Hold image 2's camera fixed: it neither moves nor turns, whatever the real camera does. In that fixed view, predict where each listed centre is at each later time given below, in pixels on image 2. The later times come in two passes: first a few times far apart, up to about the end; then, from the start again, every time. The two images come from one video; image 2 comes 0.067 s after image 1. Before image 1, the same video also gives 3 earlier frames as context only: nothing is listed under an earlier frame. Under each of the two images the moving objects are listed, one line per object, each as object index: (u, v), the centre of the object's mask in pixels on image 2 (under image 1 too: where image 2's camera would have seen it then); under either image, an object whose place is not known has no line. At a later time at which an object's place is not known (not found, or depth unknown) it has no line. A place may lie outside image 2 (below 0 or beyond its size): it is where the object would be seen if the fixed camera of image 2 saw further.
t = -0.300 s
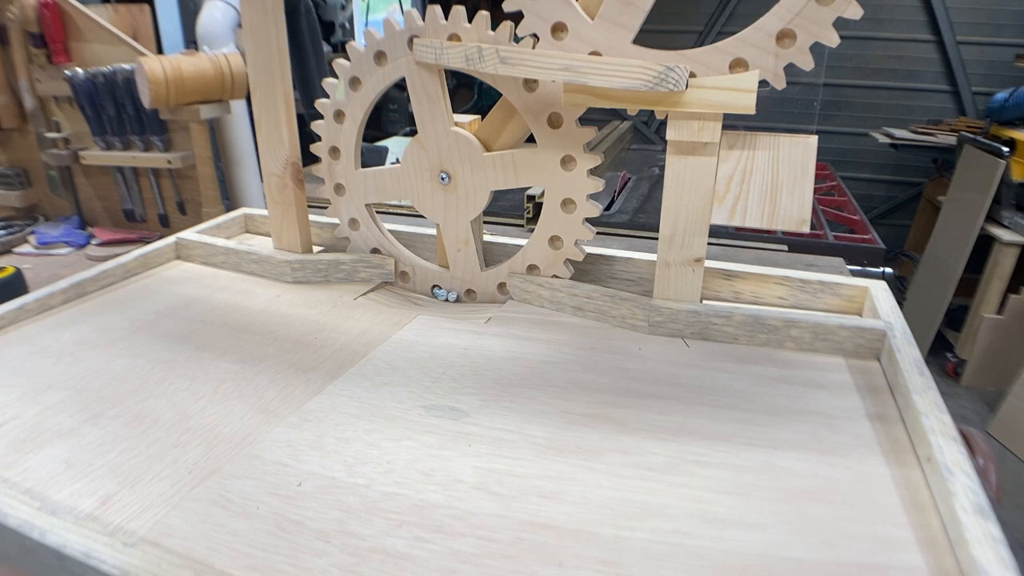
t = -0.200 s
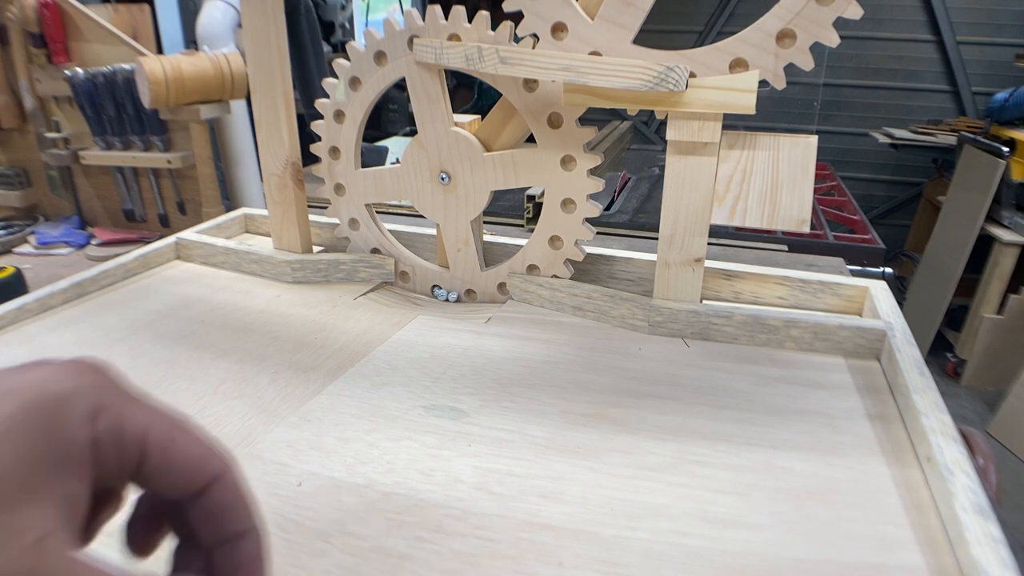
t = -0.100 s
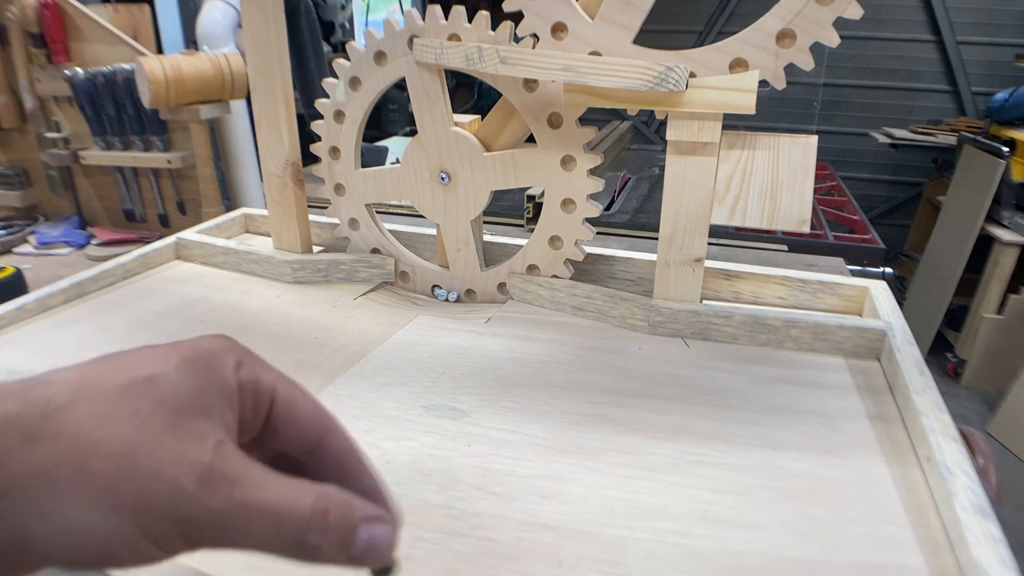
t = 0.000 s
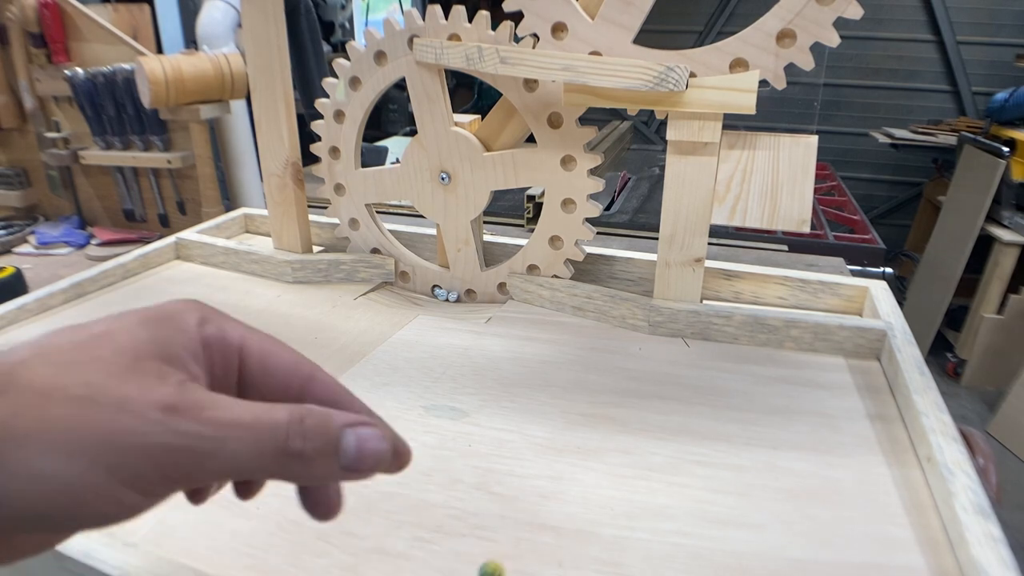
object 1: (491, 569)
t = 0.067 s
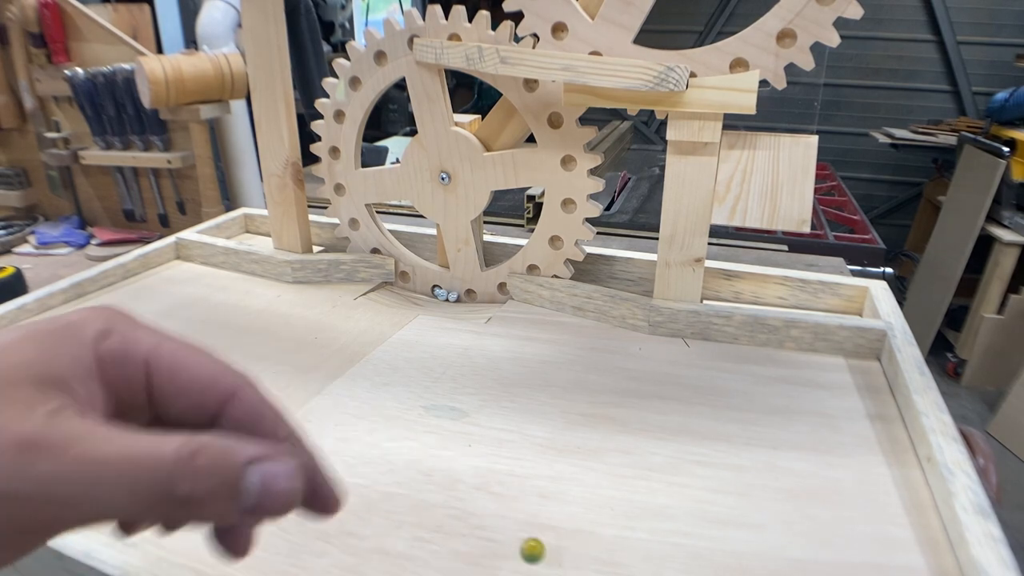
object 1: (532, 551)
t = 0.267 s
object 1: (626, 478)
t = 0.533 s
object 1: (685, 379)
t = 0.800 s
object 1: (696, 351)
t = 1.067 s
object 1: (678, 362)
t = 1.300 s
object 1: (650, 358)
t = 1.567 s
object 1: (610, 341)
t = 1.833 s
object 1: (567, 316)
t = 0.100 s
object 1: (551, 551)
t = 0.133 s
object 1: (569, 529)
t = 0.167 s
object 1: (583, 524)
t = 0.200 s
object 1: (599, 509)
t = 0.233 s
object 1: (612, 497)
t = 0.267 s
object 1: (626, 478)
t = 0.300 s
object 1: (636, 465)
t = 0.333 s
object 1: (646, 450)
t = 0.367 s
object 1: (655, 437)
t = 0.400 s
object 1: (662, 425)
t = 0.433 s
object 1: (669, 412)
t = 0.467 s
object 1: (675, 401)
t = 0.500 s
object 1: (680, 389)
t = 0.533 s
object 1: (685, 379)
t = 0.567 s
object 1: (688, 368)
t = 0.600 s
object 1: (691, 359)
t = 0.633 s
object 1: (694, 349)
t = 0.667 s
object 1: (696, 341)
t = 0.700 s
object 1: (697, 339)
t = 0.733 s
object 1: (697, 345)
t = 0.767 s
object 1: (697, 348)
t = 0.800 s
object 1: (696, 351)
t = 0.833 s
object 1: (695, 353)
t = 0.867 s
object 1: (694, 356)
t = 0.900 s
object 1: (692, 357)
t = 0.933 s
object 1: (690, 359)
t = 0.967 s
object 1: (687, 360)
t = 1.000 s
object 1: (684, 361)
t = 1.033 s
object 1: (681, 362)
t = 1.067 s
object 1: (678, 362)
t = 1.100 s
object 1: (675, 362)
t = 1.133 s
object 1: (671, 362)
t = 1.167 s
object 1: (667, 361)
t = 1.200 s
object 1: (663, 361)
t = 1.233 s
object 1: (659, 360)
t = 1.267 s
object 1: (655, 359)
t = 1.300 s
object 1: (650, 358)
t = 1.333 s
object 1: (645, 356)
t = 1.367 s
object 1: (641, 355)
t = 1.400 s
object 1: (635, 353)
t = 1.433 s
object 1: (631, 351)
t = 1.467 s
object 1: (626, 348)
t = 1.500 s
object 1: (620, 346)
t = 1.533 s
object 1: (615, 344)
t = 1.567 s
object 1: (610, 341)
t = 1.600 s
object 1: (604, 338)
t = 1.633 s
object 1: (599, 335)
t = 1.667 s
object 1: (594, 332)
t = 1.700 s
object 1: (588, 329)
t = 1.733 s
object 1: (583, 326)
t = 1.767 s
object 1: (577, 323)
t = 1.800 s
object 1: (572, 319)
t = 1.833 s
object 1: (567, 316)
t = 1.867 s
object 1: (561, 313)
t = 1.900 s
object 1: (556, 309)
